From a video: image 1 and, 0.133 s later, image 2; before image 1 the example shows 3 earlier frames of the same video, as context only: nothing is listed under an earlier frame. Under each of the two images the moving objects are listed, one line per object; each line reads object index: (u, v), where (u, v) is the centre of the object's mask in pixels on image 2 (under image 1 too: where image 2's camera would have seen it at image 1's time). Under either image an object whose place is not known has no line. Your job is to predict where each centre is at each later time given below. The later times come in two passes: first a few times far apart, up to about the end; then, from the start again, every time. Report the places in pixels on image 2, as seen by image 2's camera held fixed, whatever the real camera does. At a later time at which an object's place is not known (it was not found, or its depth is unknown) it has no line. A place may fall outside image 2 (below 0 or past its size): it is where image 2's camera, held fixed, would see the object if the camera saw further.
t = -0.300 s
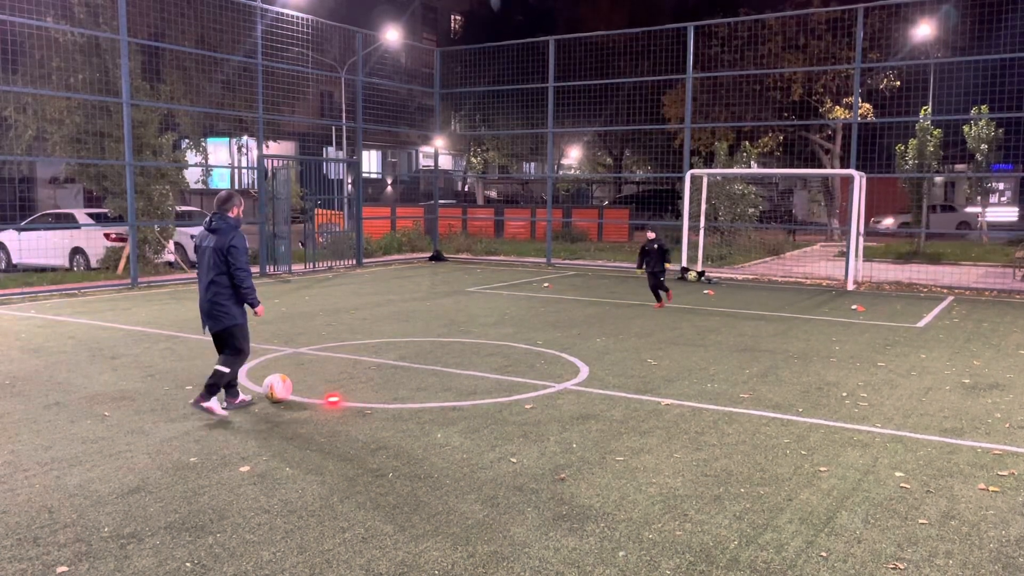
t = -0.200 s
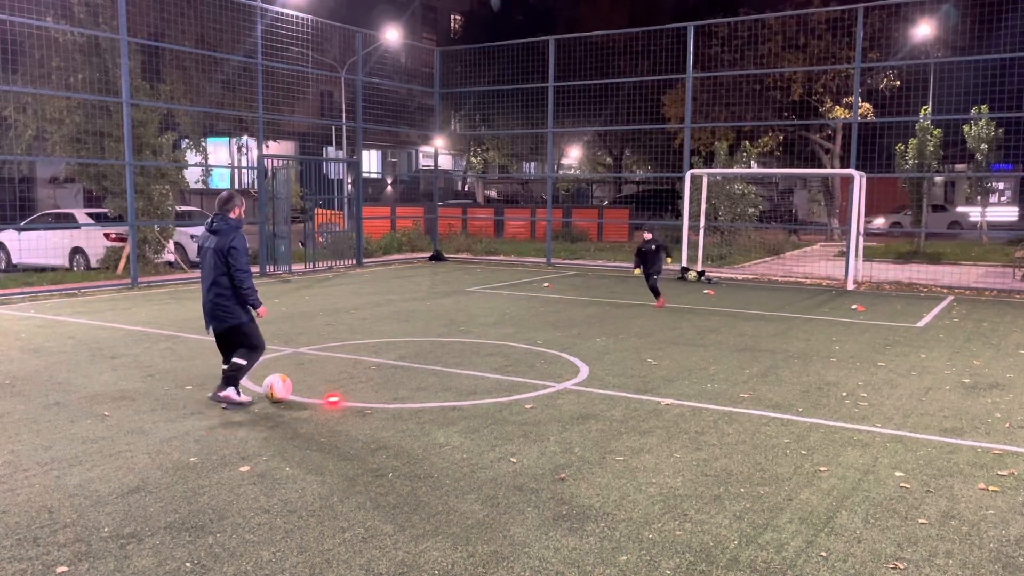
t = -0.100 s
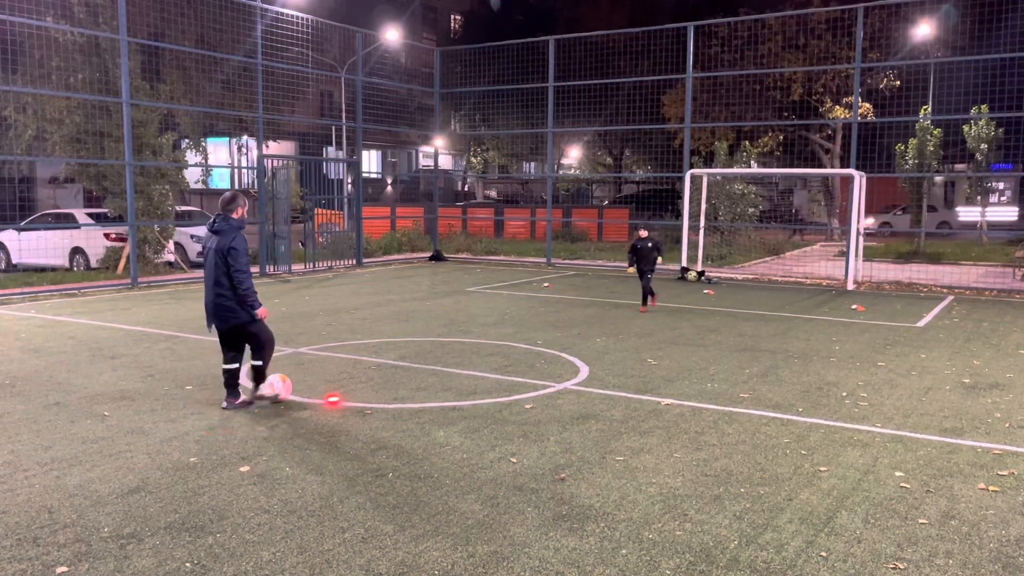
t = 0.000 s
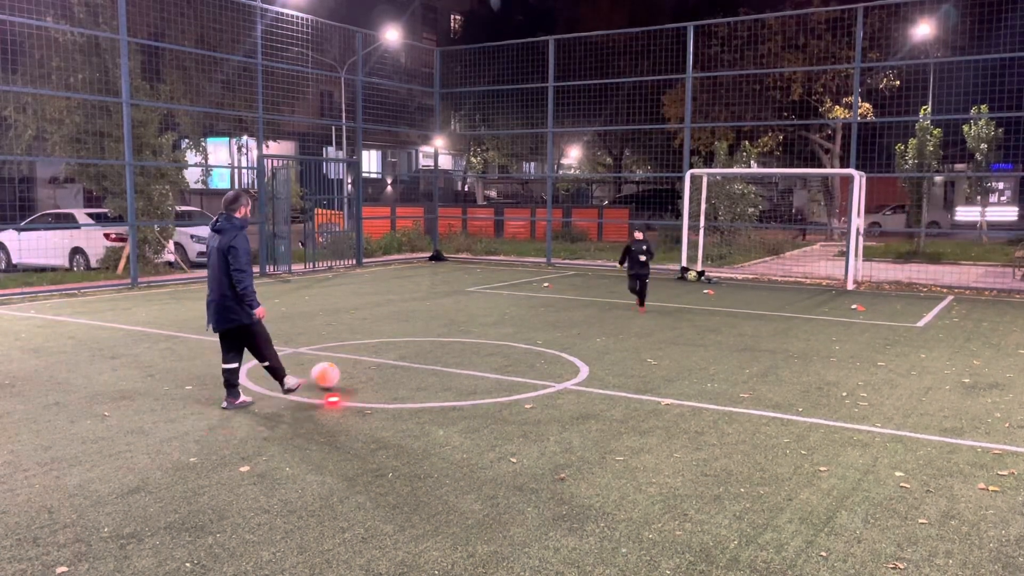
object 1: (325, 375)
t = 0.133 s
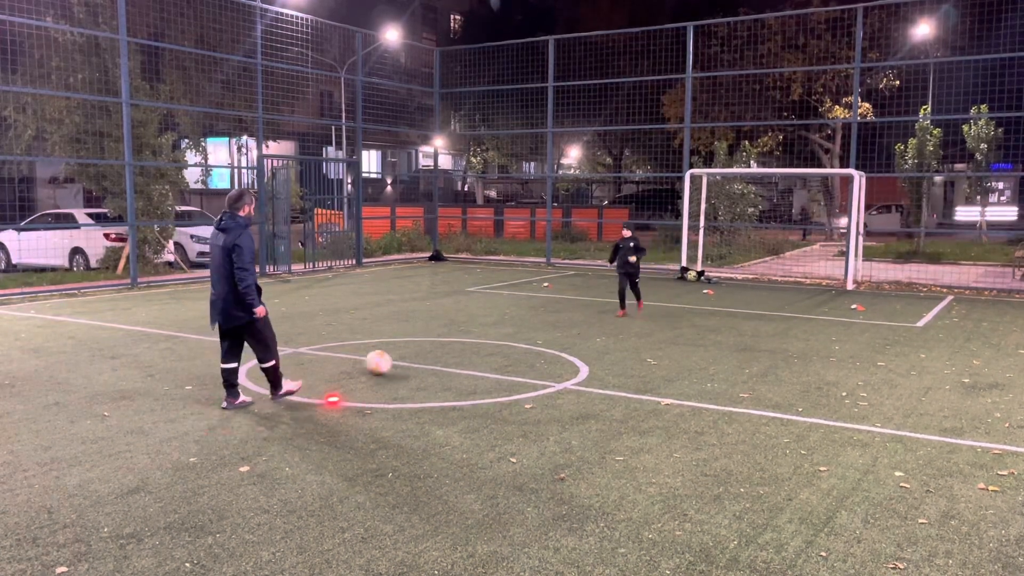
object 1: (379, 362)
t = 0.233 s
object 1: (407, 355)
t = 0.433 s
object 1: (451, 344)
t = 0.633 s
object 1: (484, 335)
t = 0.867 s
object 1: (517, 327)
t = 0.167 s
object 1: (388, 360)
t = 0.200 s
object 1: (398, 357)
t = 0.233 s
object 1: (407, 355)
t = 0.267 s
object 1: (416, 353)
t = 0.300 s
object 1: (424, 351)
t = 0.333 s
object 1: (432, 349)
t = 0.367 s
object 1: (439, 347)
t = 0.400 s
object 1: (445, 345)
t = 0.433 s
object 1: (451, 344)
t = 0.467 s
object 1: (456, 342)
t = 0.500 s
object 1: (463, 341)
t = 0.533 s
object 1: (468, 339)
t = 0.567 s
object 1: (474, 338)
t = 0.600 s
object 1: (479, 337)
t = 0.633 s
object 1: (484, 335)
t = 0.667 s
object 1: (489, 334)
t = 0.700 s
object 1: (494, 332)
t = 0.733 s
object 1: (499, 331)
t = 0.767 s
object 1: (503, 330)
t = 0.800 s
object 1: (508, 329)
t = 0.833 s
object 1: (512, 328)
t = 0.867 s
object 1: (517, 327)
